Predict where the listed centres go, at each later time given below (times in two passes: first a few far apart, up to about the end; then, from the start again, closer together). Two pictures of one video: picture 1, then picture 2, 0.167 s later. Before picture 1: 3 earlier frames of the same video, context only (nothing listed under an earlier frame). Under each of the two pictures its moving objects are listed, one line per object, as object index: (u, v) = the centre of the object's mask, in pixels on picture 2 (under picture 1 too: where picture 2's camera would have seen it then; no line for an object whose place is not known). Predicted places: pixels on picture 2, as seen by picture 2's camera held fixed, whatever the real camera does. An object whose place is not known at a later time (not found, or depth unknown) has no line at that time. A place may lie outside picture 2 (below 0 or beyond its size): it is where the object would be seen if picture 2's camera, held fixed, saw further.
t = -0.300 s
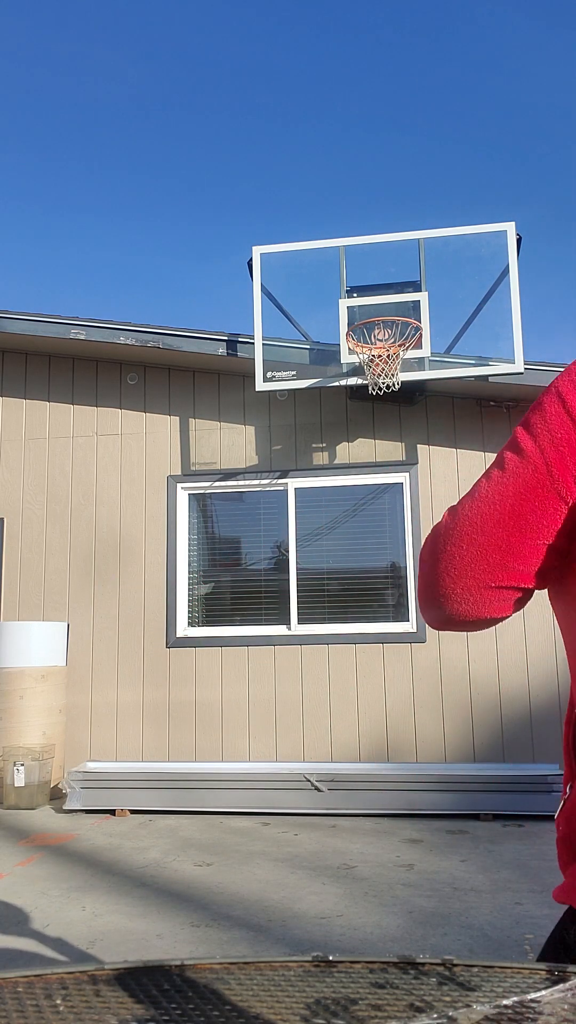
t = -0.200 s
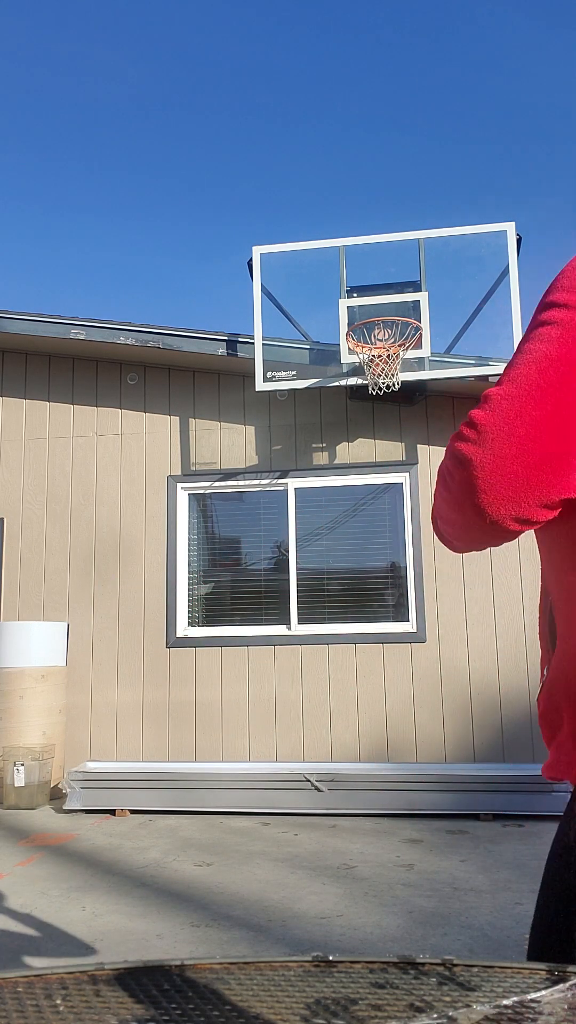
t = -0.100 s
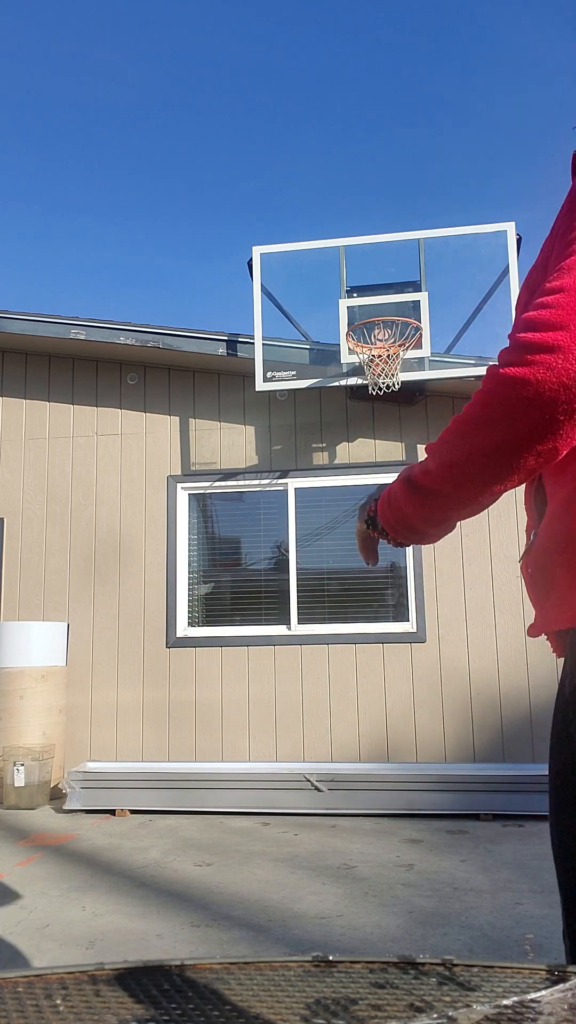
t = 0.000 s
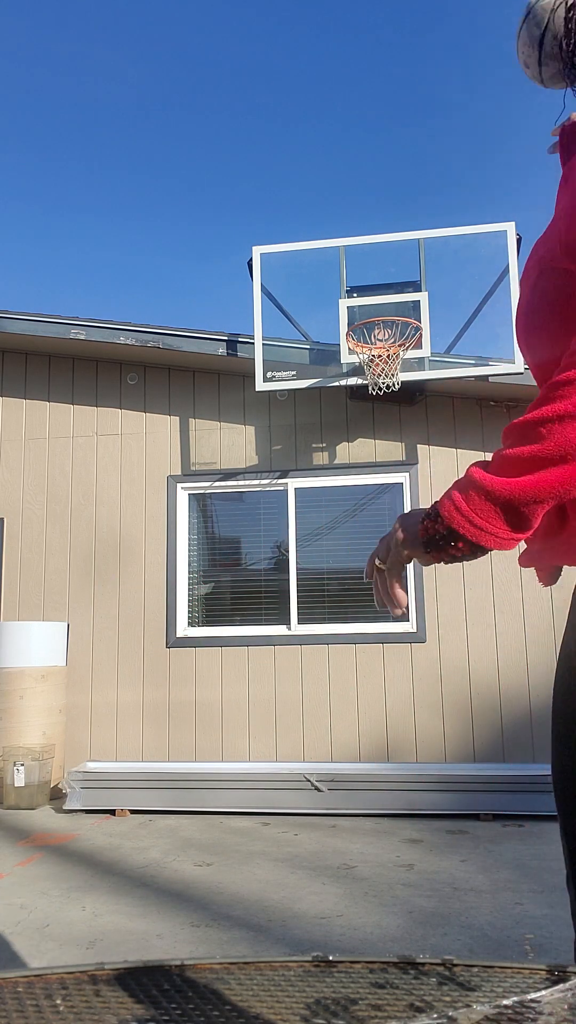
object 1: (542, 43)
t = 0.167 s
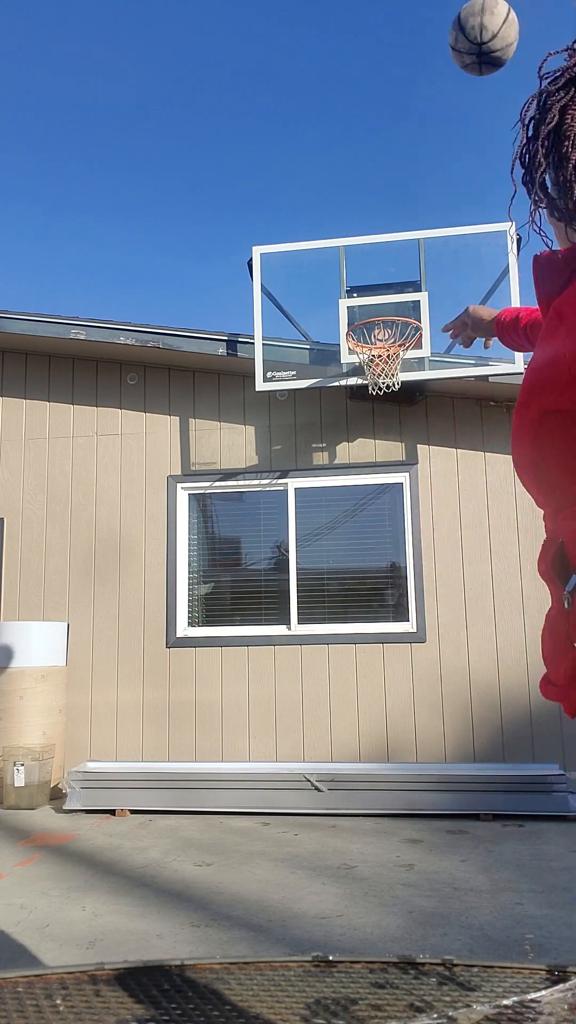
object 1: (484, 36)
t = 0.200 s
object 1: (474, 44)
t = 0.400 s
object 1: (431, 121)
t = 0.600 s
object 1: (391, 227)
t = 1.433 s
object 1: (386, 379)
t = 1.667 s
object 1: (380, 418)
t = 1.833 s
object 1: (375, 504)
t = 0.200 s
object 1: (474, 44)
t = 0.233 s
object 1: (465, 54)
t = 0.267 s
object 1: (456, 65)
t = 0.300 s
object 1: (449, 77)
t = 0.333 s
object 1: (442, 91)
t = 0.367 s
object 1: (436, 106)
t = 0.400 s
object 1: (431, 121)
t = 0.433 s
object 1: (426, 137)
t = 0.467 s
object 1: (421, 154)
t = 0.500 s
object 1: (414, 170)
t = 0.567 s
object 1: (398, 208)
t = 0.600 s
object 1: (391, 227)
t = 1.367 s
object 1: (389, 370)
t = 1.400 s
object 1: (388, 375)
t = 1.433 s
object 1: (386, 379)
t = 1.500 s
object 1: (385, 389)
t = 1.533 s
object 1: (386, 391)
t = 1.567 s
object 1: (384, 394)
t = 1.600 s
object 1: (383, 398)
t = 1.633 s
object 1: (382, 407)
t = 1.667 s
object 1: (380, 418)
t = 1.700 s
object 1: (379, 431)
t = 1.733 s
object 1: (378, 447)
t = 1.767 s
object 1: (377, 465)
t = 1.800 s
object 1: (376, 483)
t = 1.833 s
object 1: (375, 504)
